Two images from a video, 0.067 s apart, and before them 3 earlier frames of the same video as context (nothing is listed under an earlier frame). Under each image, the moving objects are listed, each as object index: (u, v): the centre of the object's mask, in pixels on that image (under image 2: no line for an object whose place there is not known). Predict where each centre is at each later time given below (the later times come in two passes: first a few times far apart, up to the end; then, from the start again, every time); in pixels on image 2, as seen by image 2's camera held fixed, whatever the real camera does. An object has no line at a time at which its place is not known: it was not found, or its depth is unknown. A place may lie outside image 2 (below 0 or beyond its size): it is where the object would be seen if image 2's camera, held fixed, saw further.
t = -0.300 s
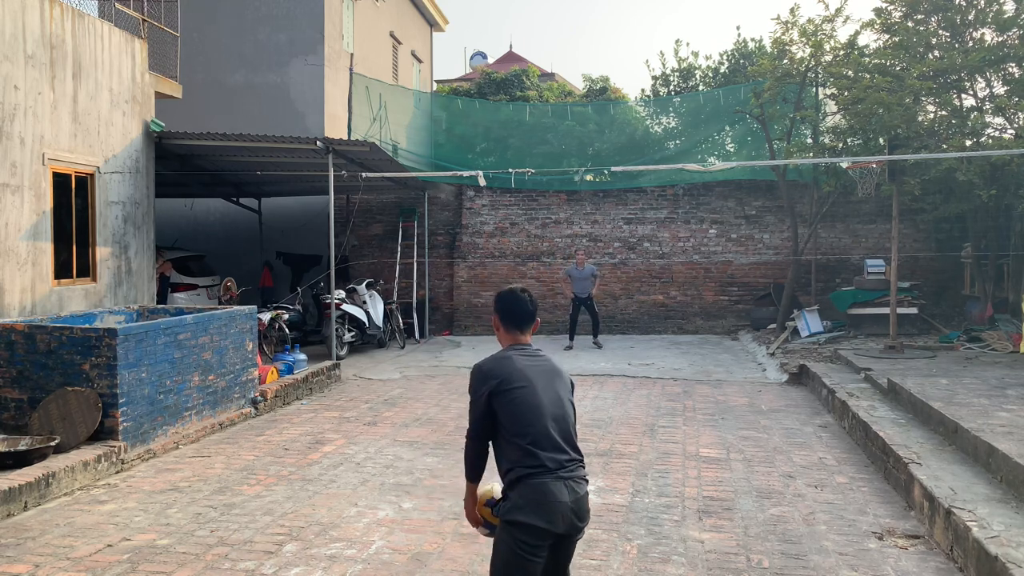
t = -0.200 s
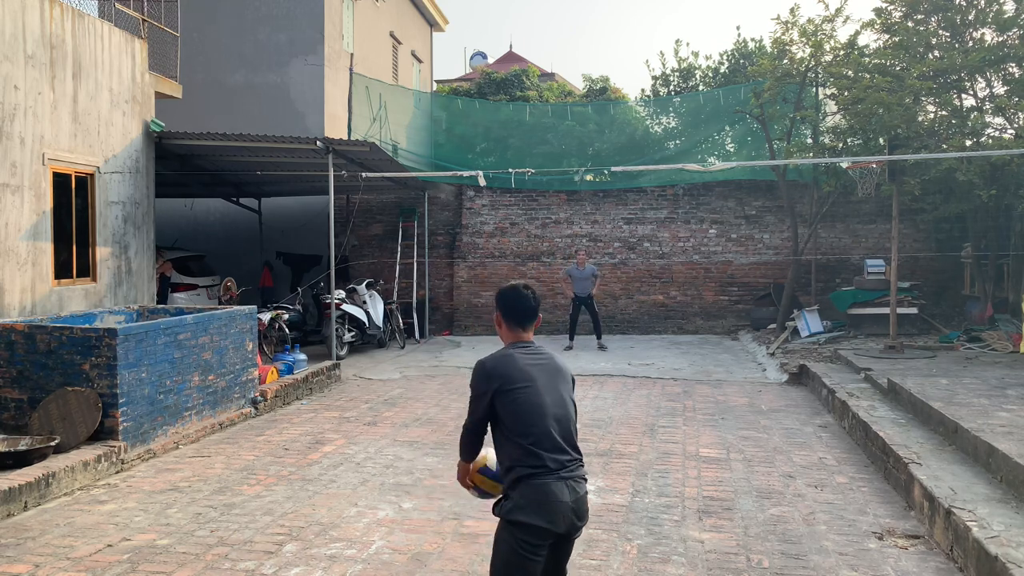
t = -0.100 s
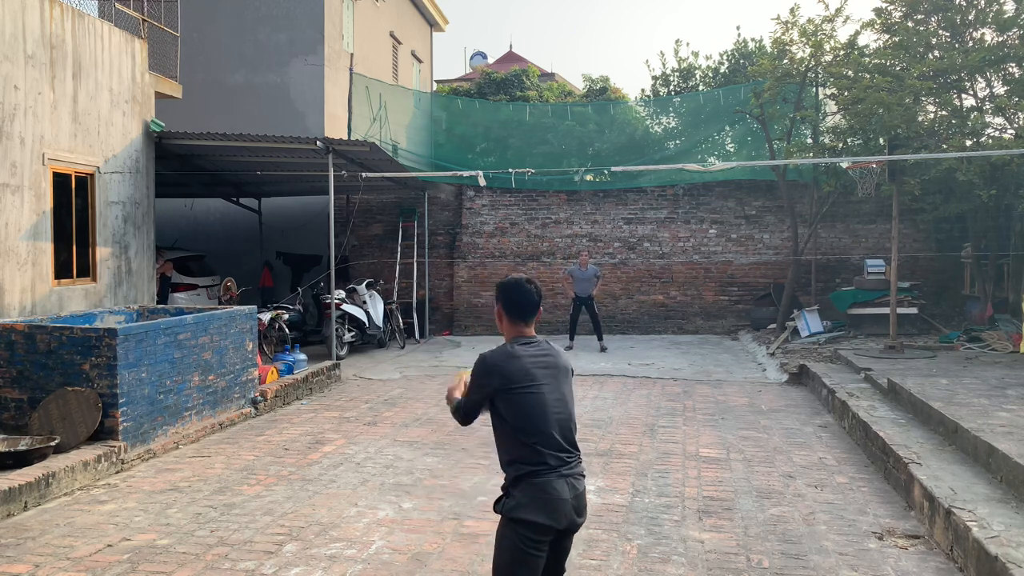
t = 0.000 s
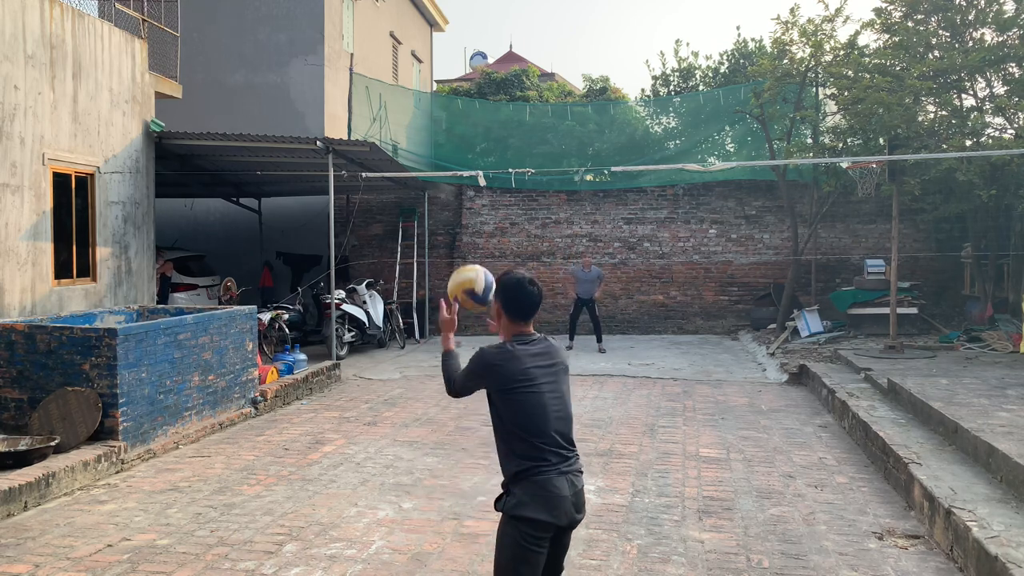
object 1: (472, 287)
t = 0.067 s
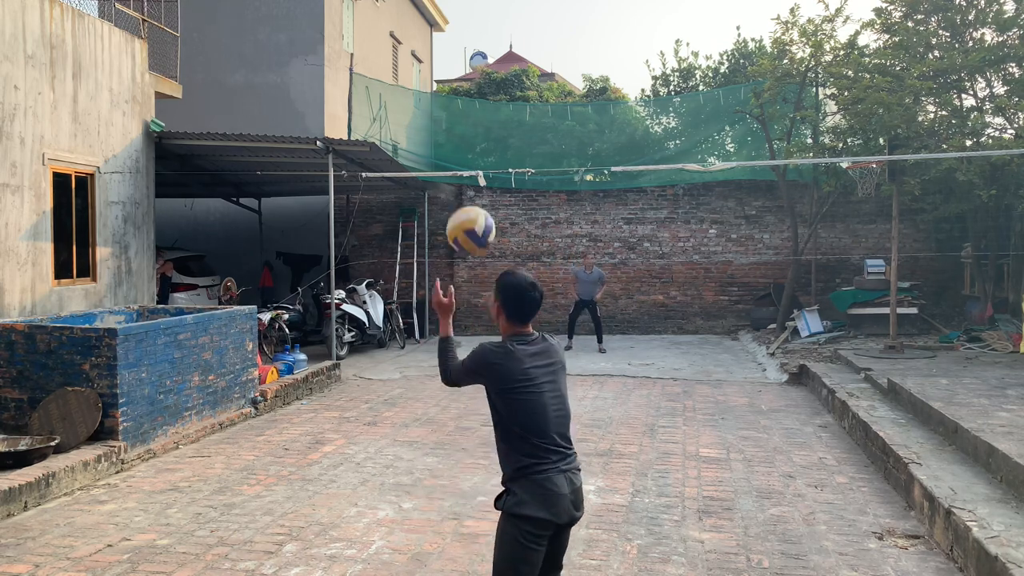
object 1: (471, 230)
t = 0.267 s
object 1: (467, 113)
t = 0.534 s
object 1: (462, 98)
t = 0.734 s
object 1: (457, 199)
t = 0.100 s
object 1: (470, 205)
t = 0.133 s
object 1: (470, 181)
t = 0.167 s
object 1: (469, 161)
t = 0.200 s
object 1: (469, 142)
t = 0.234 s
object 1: (468, 127)
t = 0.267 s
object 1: (467, 113)
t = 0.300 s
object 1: (467, 102)
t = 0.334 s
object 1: (466, 93)
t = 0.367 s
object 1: (465, 88)
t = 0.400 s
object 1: (464, 84)
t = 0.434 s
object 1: (464, 83)
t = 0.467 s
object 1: (463, 85)
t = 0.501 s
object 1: (462, 90)
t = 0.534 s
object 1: (462, 98)
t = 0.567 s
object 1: (461, 108)
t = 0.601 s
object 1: (460, 120)
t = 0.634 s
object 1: (459, 136)
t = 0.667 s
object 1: (458, 154)
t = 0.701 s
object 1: (458, 175)
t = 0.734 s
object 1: (457, 199)
